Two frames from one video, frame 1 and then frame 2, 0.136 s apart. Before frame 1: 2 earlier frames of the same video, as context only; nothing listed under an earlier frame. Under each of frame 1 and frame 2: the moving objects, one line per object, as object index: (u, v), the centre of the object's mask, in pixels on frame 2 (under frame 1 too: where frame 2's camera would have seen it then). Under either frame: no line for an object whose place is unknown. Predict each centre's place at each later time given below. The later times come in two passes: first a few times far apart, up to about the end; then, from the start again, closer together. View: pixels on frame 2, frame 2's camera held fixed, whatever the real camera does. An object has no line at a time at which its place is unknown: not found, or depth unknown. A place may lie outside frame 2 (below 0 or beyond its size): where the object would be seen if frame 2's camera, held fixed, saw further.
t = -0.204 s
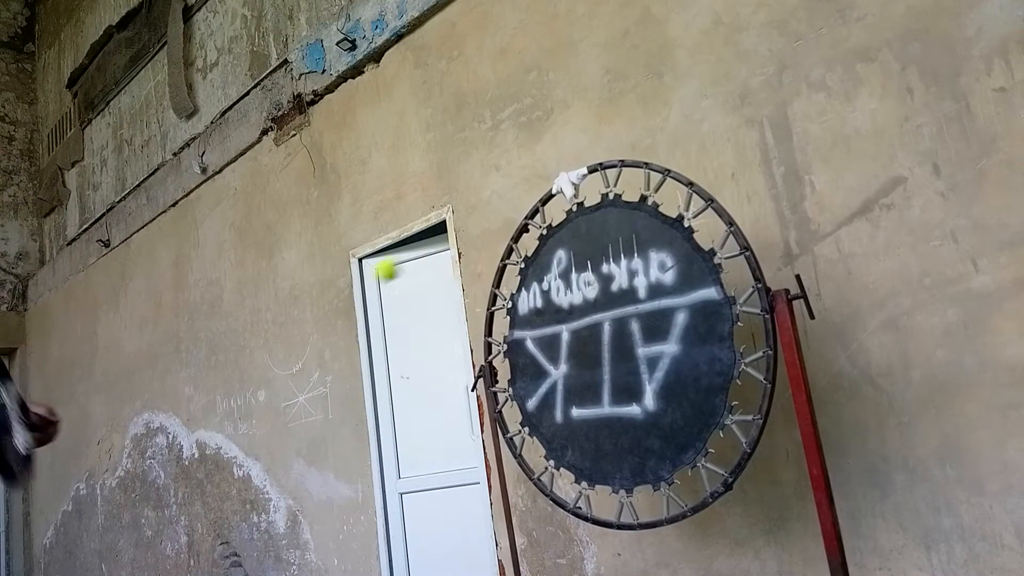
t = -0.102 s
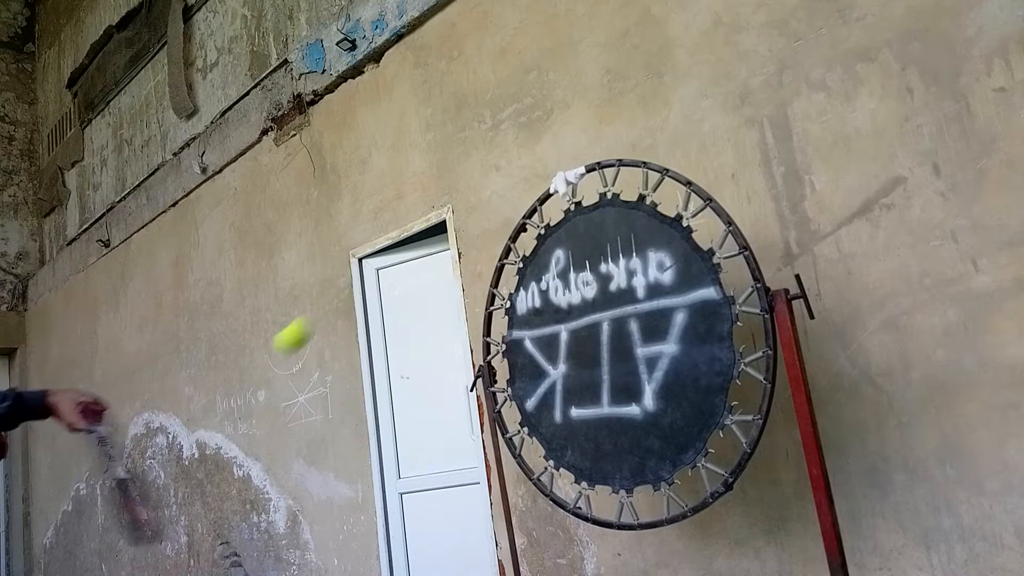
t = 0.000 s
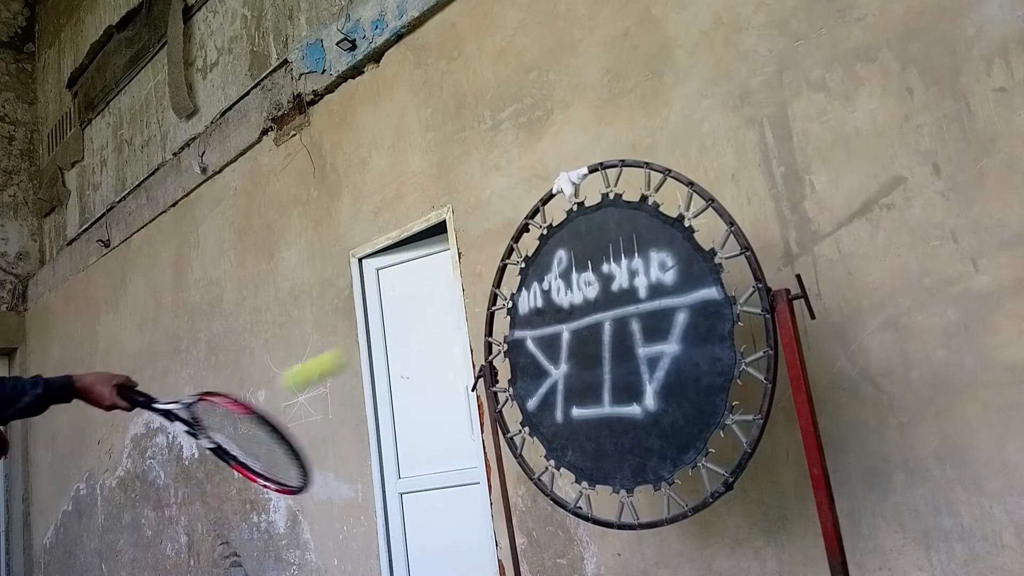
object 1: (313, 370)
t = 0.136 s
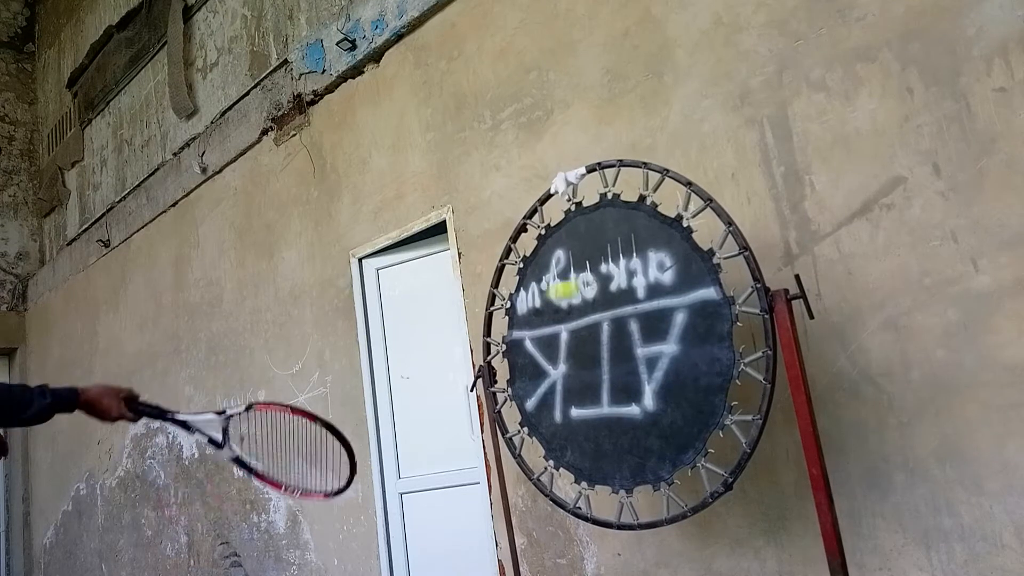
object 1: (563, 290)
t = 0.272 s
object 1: (524, 271)
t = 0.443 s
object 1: (367, 325)
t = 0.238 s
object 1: (549, 272)
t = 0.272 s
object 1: (524, 271)
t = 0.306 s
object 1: (495, 274)
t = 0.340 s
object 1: (467, 279)
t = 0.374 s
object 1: (435, 290)
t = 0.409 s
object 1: (404, 305)
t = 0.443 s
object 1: (367, 325)
